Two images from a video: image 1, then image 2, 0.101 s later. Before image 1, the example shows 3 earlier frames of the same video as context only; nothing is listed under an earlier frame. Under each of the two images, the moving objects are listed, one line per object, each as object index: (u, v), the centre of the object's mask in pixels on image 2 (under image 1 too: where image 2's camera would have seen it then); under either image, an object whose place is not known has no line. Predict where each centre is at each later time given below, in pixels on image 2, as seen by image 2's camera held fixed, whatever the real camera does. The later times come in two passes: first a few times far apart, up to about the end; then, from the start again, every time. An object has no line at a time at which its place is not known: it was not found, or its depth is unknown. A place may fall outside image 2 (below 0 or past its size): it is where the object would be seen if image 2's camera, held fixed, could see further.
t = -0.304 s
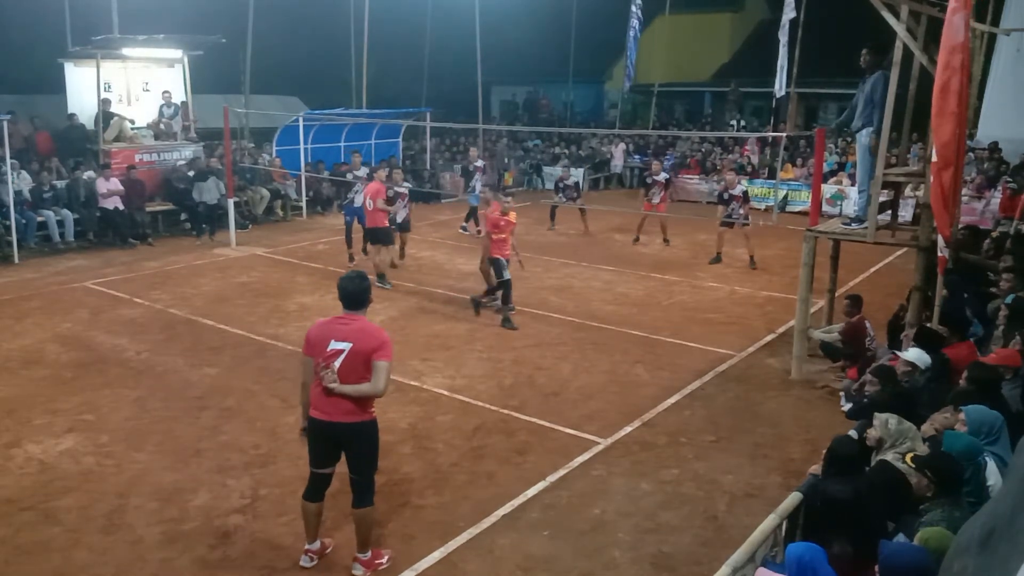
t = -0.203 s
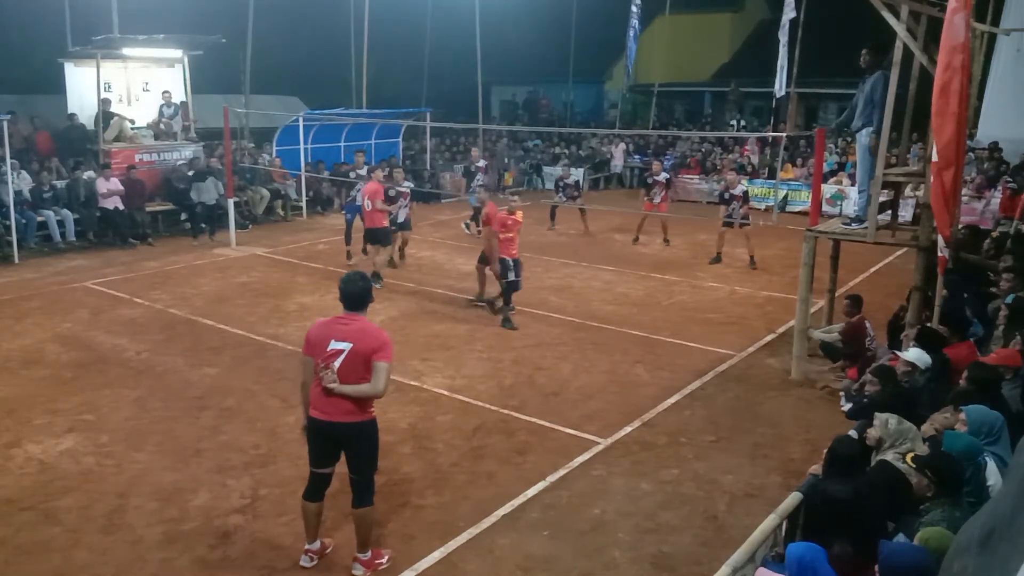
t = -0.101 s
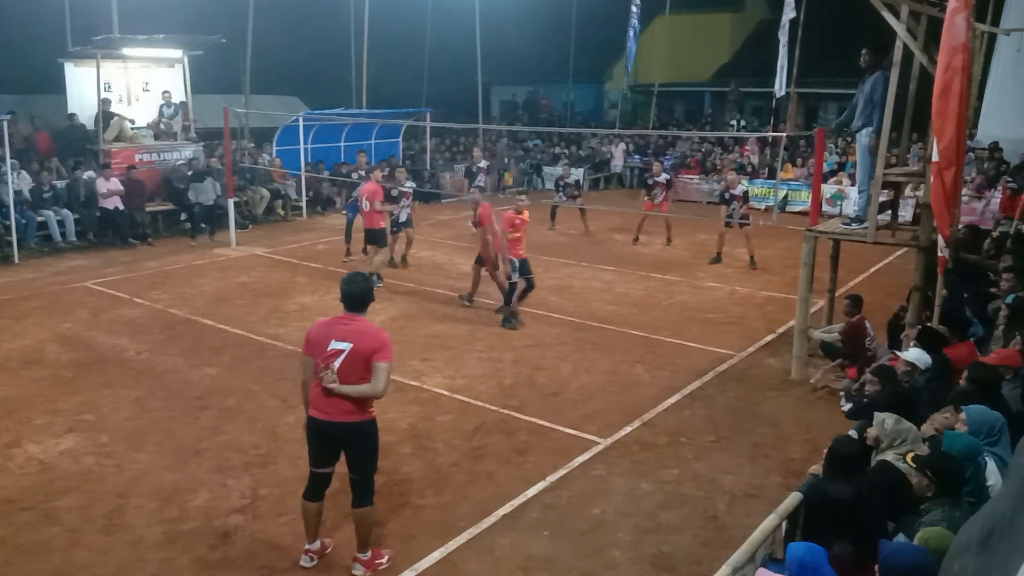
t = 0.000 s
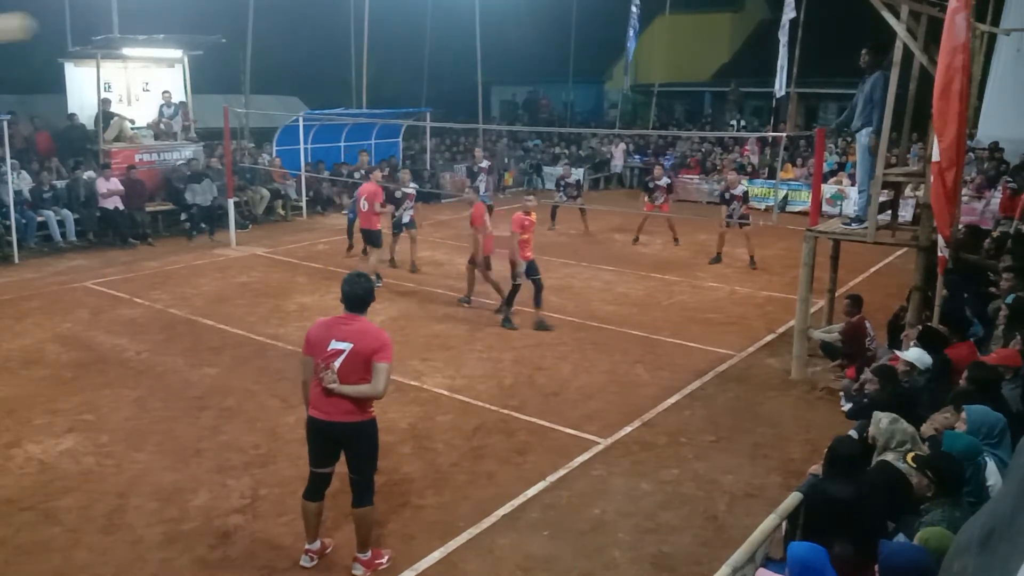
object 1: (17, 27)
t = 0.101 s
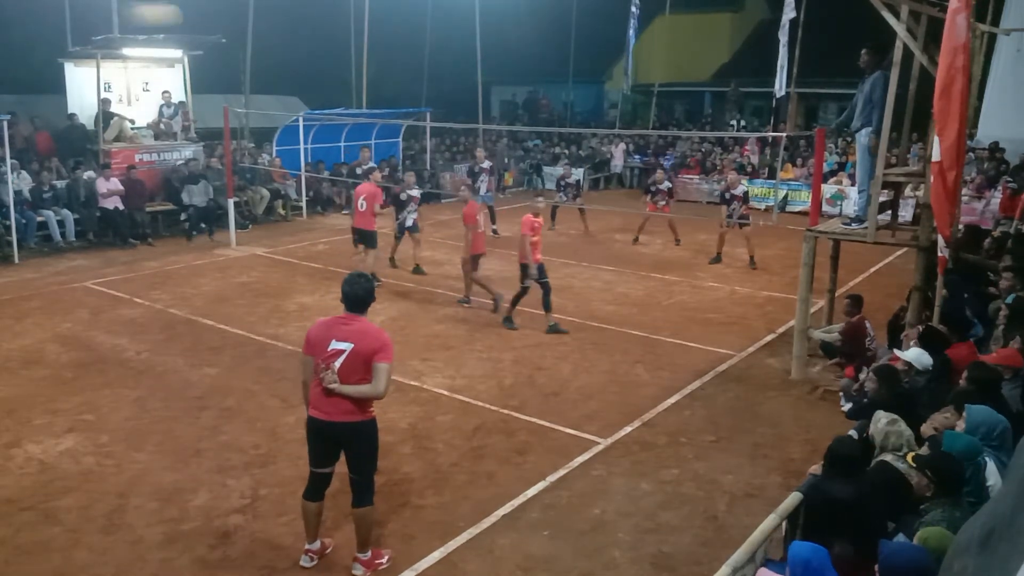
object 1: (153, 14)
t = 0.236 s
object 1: (293, 18)
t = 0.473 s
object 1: (439, 52)
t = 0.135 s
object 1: (194, 13)
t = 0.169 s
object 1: (230, 13)
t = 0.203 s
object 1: (264, 16)
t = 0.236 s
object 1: (293, 18)
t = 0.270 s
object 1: (320, 22)
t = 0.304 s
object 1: (345, 25)
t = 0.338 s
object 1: (368, 30)
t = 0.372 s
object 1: (388, 35)
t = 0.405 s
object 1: (407, 41)
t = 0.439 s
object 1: (424, 46)
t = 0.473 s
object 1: (439, 52)
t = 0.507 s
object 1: (455, 59)
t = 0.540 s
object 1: (469, 66)
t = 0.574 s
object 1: (482, 73)
